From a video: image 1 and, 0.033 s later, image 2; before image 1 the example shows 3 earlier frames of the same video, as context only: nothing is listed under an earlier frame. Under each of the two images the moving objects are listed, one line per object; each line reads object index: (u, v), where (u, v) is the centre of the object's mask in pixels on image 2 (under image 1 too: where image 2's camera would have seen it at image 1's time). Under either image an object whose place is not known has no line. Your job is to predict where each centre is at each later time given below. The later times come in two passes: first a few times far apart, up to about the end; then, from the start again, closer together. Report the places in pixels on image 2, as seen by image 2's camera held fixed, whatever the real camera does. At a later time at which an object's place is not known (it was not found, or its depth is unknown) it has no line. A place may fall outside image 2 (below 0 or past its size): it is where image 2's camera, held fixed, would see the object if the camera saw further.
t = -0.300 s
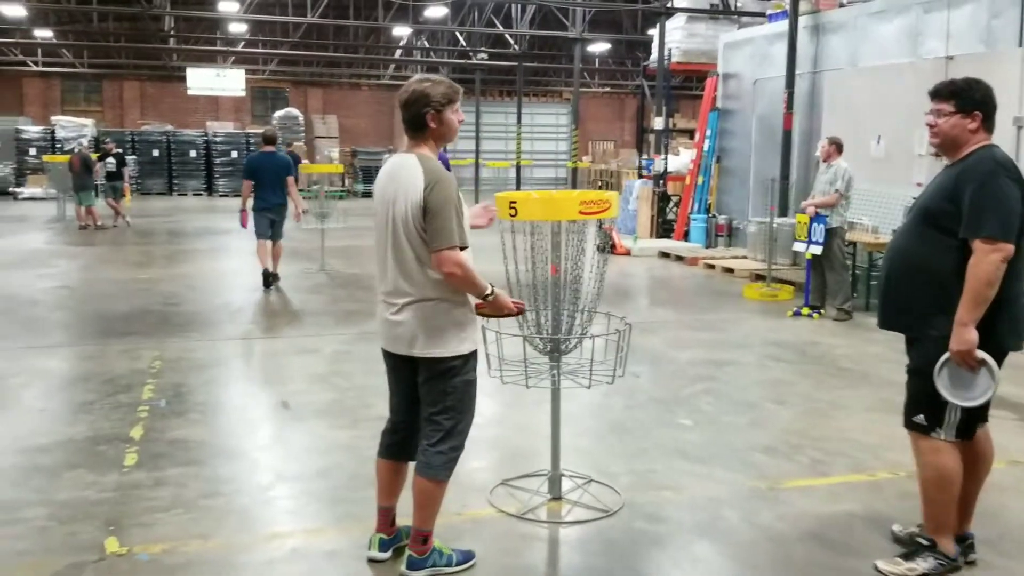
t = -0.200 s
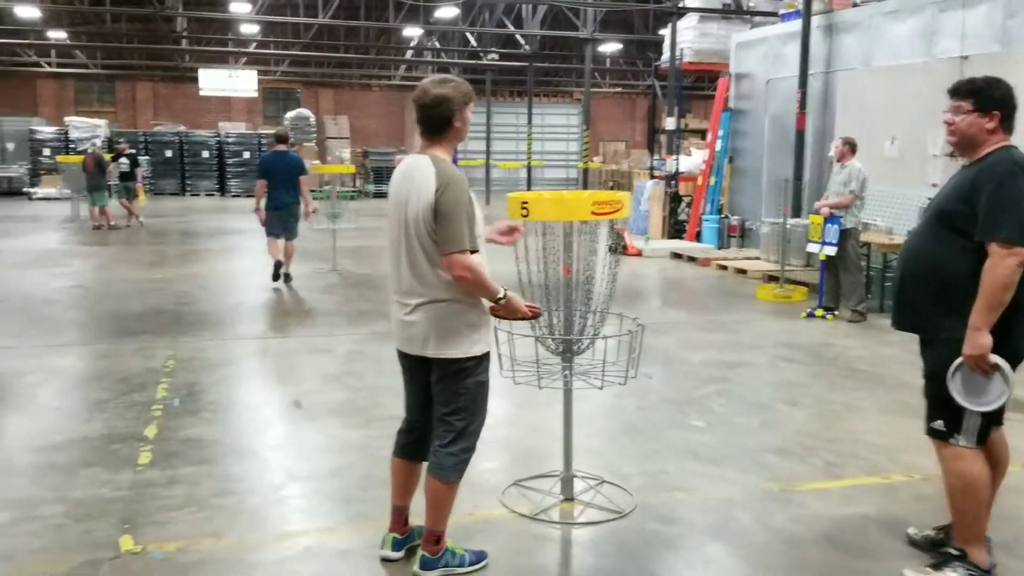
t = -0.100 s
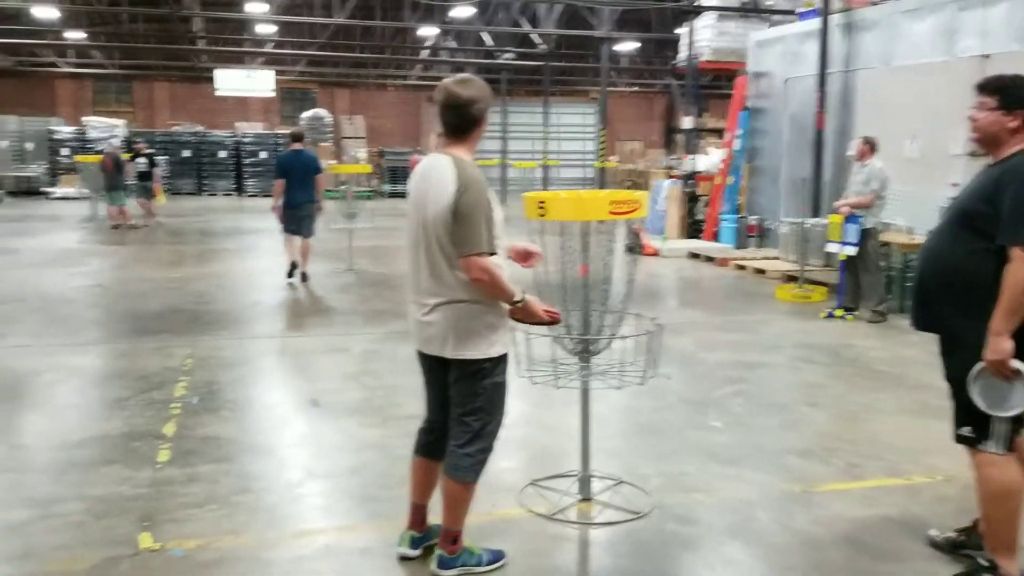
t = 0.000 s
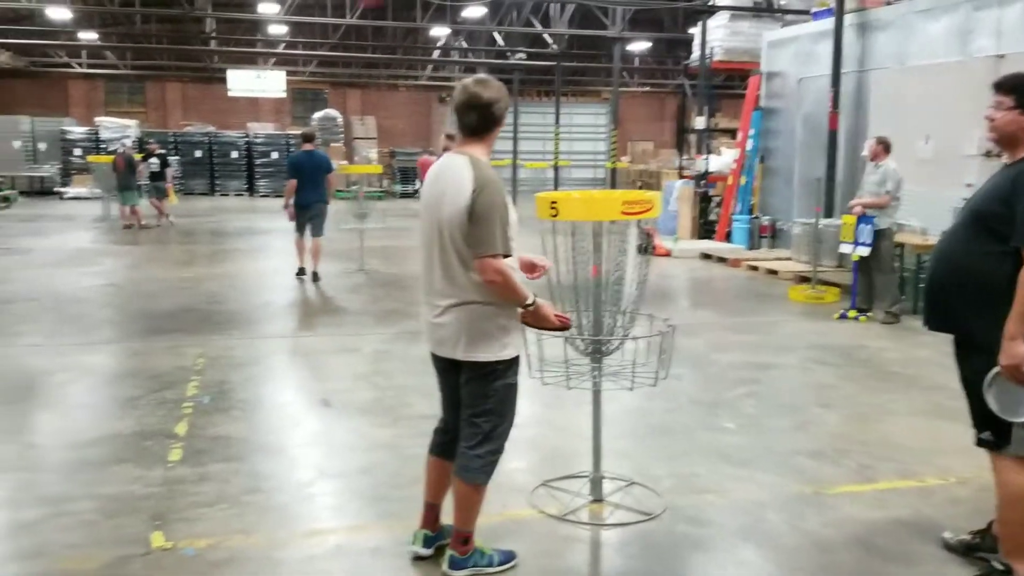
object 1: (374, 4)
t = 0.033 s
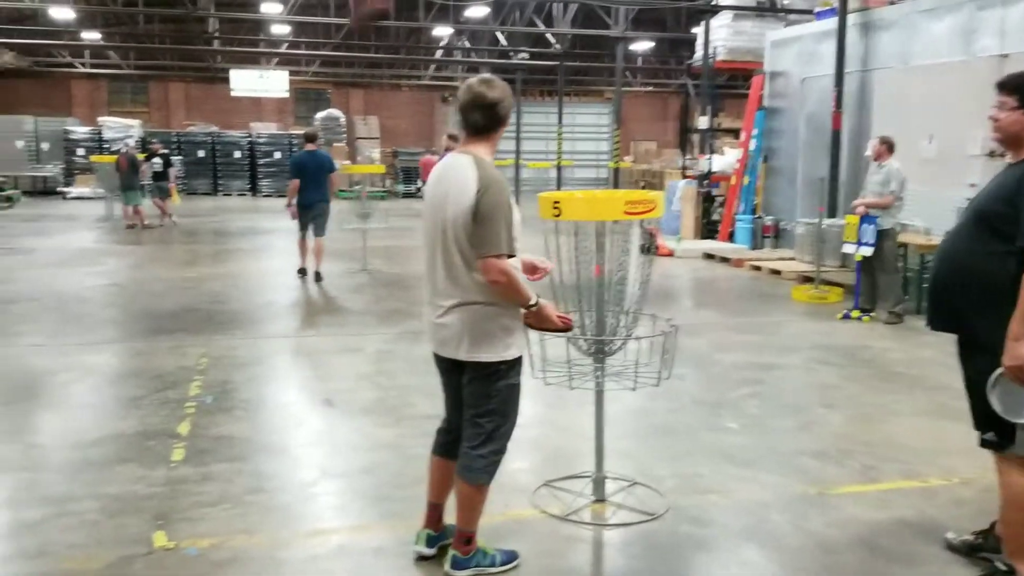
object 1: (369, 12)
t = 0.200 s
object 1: (364, 201)
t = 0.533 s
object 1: (339, 459)
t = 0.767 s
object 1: (332, 487)
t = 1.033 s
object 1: (328, 489)
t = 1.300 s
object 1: (324, 490)
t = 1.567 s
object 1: (321, 489)
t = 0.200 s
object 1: (364, 201)
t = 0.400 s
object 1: (343, 474)
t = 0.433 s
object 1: (341, 469)
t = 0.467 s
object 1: (340, 464)
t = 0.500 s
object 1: (340, 461)
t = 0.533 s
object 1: (339, 459)
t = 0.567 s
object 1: (338, 460)
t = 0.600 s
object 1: (338, 464)
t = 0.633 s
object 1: (337, 470)
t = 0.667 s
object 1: (338, 478)
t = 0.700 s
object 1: (339, 489)
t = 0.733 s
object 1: (334, 490)
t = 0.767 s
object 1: (332, 487)
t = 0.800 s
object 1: (333, 485)
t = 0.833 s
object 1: (333, 484)
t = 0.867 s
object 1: (333, 484)
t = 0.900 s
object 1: (333, 484)
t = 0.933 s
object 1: (333, 486)
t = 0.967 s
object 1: (332, 488)
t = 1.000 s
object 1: (331, 492)
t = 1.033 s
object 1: (328, 489)
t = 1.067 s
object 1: (328, 487)
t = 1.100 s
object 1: (328, 486)
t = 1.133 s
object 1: (328, 485)
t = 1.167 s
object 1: (328, 486)
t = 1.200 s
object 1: (328, 487)
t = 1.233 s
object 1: (327, 489)
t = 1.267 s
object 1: (327, 493)
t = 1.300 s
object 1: (324, 490)
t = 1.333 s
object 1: (324, 488)
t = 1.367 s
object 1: (324, 487)
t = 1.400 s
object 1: (324, 487)
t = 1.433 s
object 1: (324, 488)
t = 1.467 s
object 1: (324, 489)
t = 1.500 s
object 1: (324, 491)
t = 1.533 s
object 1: (321, 491)
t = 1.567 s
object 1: (321, 489)
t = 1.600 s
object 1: (320, 488)
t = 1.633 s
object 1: (320, 487)
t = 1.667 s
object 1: (320, 489)
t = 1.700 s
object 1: (319, 491)
